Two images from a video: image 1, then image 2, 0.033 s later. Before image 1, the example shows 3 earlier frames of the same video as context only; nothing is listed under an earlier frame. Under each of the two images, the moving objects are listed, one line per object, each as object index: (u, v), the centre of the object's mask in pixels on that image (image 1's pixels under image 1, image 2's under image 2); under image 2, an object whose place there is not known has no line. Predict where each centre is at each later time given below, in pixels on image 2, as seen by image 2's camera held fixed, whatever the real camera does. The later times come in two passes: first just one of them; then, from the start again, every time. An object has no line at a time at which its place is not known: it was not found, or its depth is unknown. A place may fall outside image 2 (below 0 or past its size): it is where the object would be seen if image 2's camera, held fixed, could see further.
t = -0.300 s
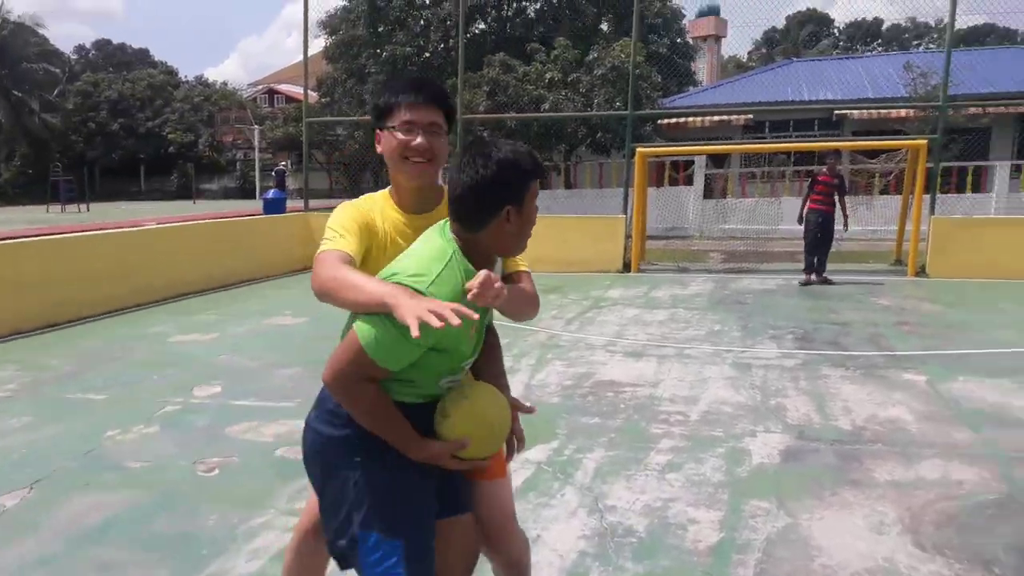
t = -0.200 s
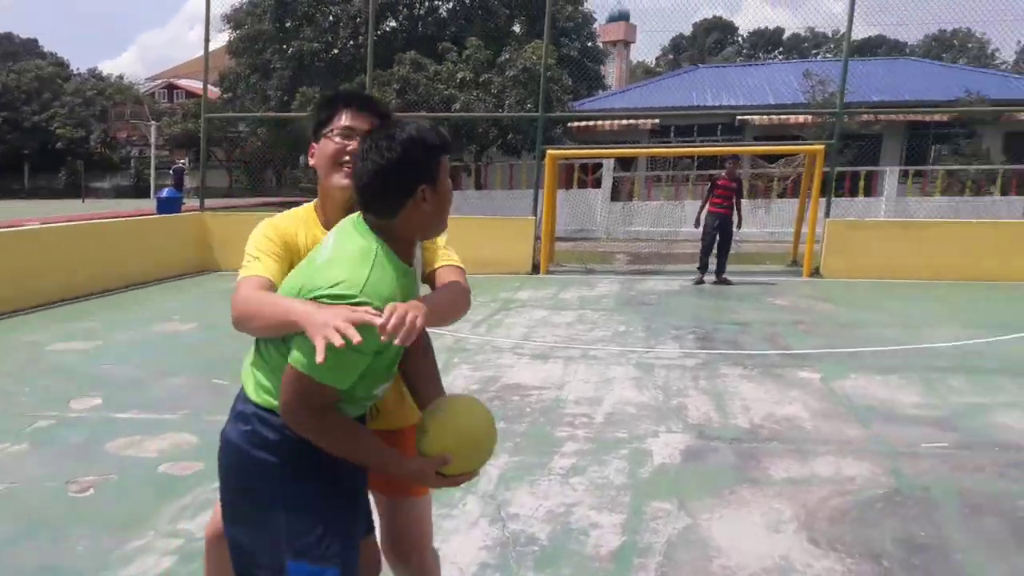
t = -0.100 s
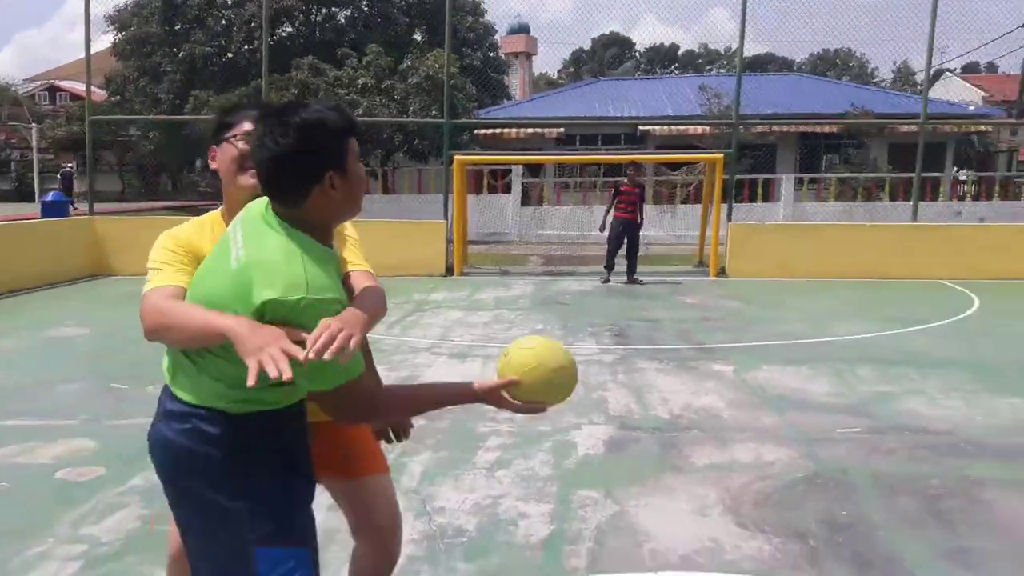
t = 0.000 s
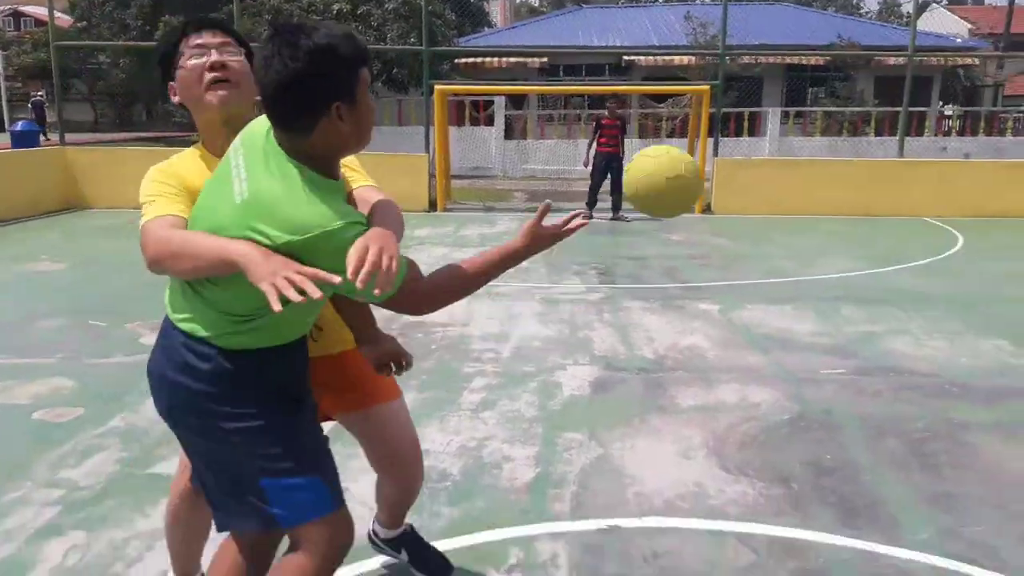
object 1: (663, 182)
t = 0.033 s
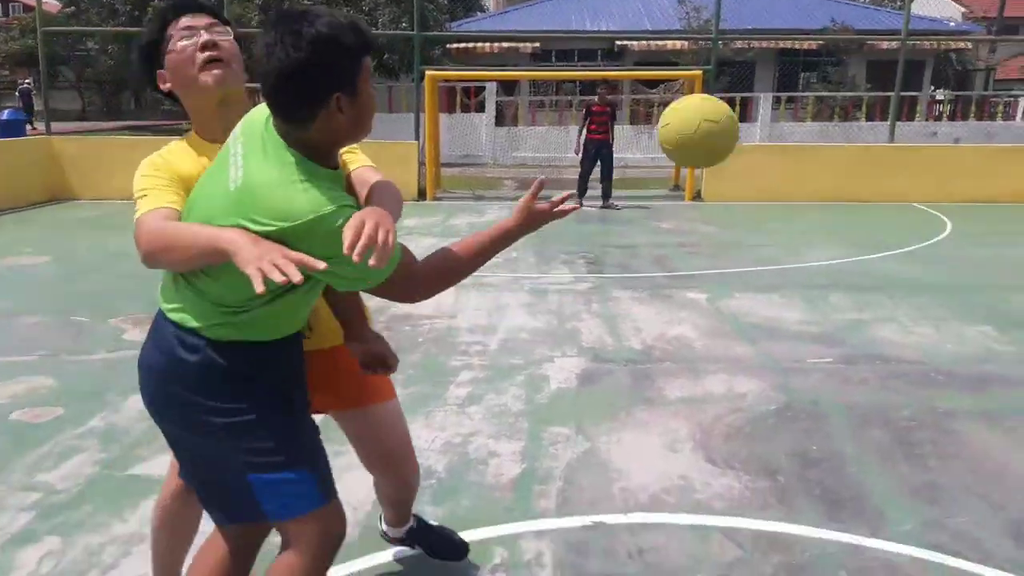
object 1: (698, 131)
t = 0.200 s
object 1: (905, 7)
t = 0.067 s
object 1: (744, 96)
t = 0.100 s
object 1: (788, 64)
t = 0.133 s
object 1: (831, 37)
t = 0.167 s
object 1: (869, 18)
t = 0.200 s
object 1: (905, 7)
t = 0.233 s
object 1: (943, -4)
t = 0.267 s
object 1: (980, -9)
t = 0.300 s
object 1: (1009, -1)
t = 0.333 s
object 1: (1037, 5)
